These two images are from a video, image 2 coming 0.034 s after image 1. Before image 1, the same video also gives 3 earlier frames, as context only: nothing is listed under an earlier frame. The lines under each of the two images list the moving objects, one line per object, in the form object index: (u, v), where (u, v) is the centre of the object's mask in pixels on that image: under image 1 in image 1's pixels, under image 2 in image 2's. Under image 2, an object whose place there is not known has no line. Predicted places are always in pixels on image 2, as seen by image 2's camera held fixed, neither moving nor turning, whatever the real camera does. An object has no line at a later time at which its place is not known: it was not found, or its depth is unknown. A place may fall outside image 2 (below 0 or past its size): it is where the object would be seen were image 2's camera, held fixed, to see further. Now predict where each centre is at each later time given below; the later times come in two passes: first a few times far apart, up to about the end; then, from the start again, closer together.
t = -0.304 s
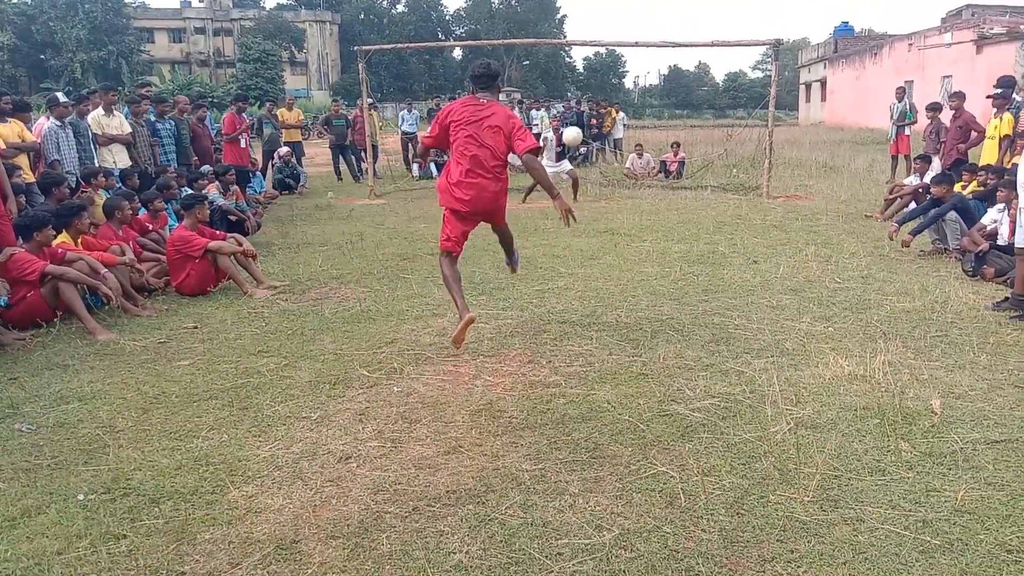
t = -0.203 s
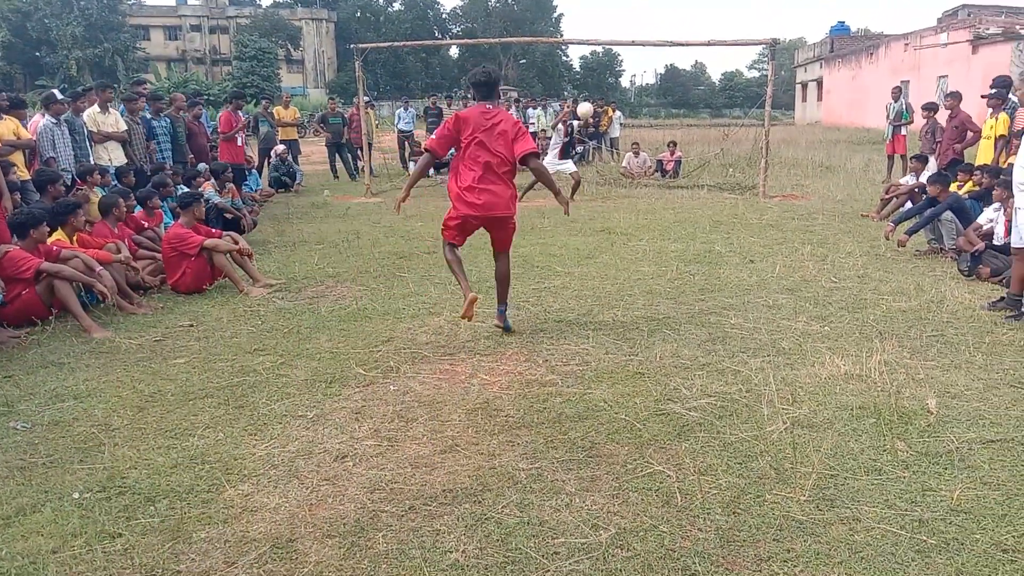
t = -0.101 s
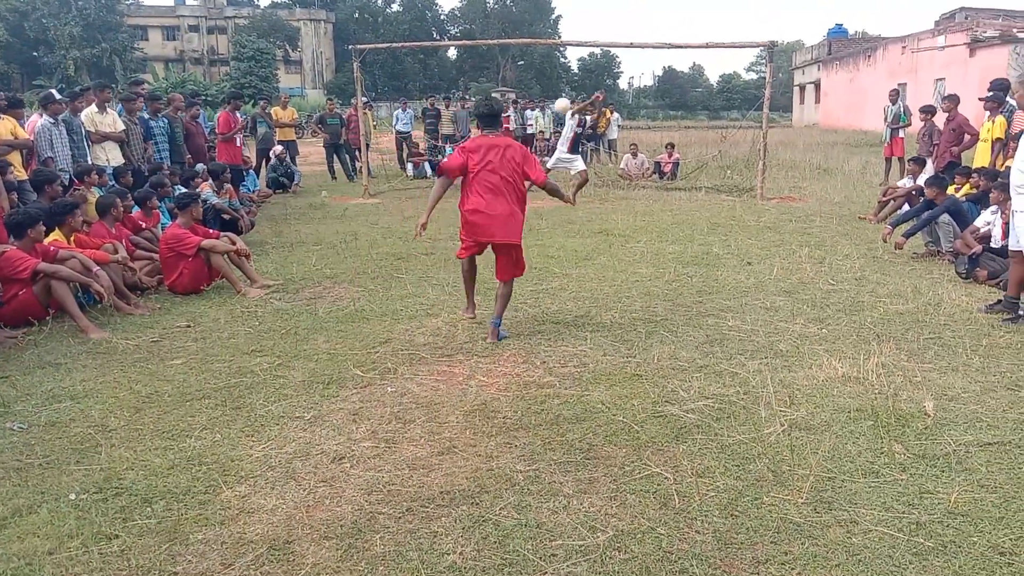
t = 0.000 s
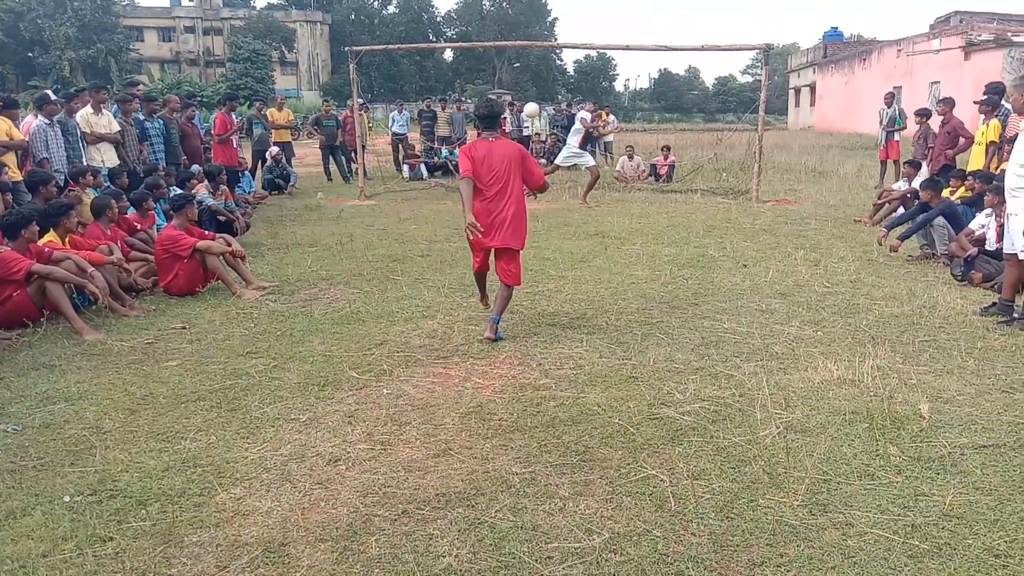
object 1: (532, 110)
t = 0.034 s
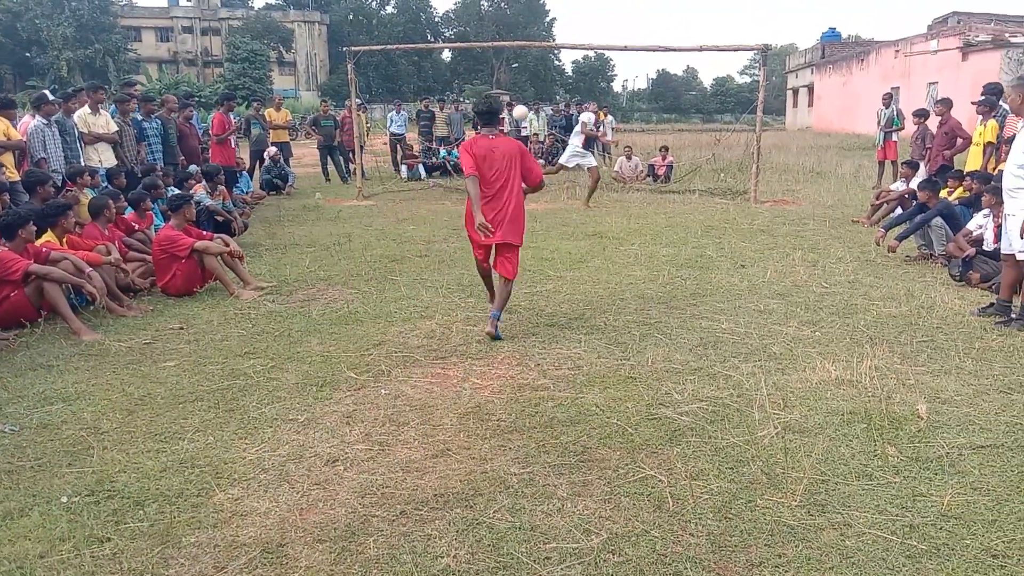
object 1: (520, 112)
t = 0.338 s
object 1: (444, 167)
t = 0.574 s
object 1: (393, 178)
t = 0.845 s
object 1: (336, 147)
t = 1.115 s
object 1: (275, 169)
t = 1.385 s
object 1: (252, 215)
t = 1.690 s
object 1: (281, 218)
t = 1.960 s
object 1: (306, 224)
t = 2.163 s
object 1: (327, 230)
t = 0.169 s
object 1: (483, 127)
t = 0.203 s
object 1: (475, 134)
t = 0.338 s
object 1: (444, 167)
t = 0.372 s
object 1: (436, 176)
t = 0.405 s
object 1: (428, 185)
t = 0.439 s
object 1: (420, 196)
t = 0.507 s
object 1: (406, 192)
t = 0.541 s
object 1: (400, 184)
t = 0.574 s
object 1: (393, 178)
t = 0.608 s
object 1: (386, 171)
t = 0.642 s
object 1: (379, 166)
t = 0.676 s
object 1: (372, 160)
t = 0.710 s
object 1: (365, 156)
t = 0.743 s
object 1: (358, 153)
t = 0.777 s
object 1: (351, 150)
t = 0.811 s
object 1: (344, 148)
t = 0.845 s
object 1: (336, 147)
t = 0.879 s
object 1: (328, 146)
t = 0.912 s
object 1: (321, 147)
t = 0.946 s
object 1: (313, 148)
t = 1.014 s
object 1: (298, 154)
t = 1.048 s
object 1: (290, 158)
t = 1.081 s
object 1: (283, 163)
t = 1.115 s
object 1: (275, 169)
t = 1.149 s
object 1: (267, 176)
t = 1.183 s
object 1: (260, 184)
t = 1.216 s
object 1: (252, 193)
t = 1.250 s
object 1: (243, 203)
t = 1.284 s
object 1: (243, 210)
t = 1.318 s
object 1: (246, 215)
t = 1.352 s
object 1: (251, 219)
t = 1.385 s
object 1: (252, 215)
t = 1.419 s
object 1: (255, 212)
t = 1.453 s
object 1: (258, 210)
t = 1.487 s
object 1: (261, 208)
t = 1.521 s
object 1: (264, 207)
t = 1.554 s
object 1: (268, 207)
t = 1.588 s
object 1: (271, 208)
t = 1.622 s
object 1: (274, 210)
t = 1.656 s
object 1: (277, 213)
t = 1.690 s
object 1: (281, 218)
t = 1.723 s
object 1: (284, 222)
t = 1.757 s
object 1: (288, 226)
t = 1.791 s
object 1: (291, 224)
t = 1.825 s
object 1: (294, 222)
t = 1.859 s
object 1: (297, 221)
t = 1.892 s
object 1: (300, 221)
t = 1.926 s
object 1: (303, 222)
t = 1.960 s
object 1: (306, 224)
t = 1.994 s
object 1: (310, 227)
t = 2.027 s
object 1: (314, 231)
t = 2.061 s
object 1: (317, 232)
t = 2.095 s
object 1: (320, 231)
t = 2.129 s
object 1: (323, 230)
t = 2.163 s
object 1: (327, 230)
